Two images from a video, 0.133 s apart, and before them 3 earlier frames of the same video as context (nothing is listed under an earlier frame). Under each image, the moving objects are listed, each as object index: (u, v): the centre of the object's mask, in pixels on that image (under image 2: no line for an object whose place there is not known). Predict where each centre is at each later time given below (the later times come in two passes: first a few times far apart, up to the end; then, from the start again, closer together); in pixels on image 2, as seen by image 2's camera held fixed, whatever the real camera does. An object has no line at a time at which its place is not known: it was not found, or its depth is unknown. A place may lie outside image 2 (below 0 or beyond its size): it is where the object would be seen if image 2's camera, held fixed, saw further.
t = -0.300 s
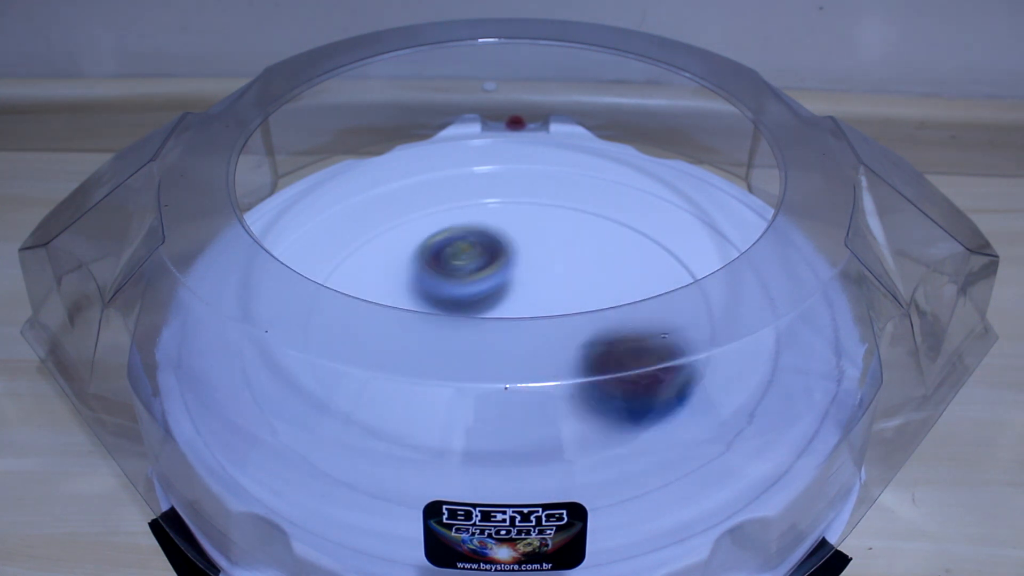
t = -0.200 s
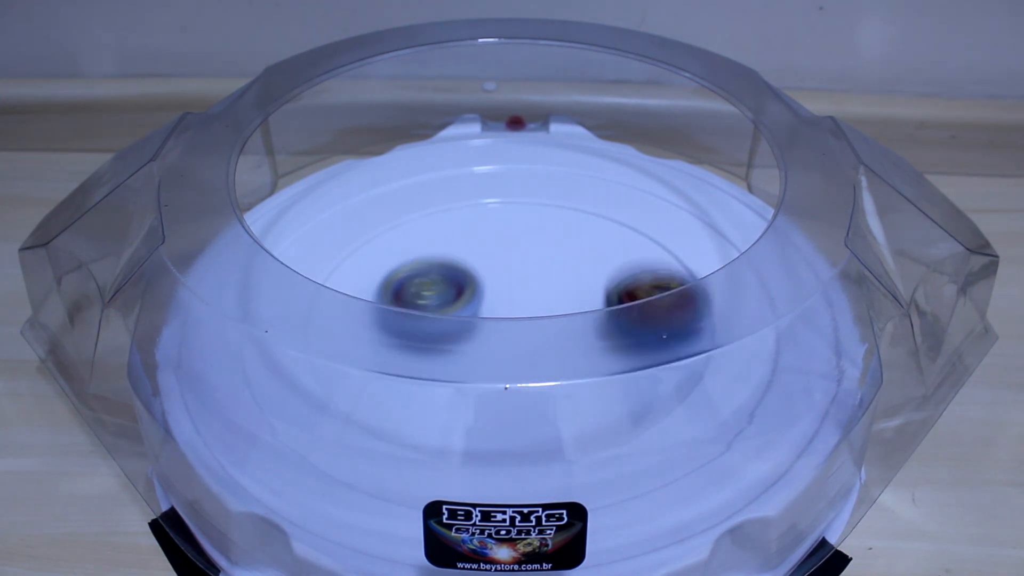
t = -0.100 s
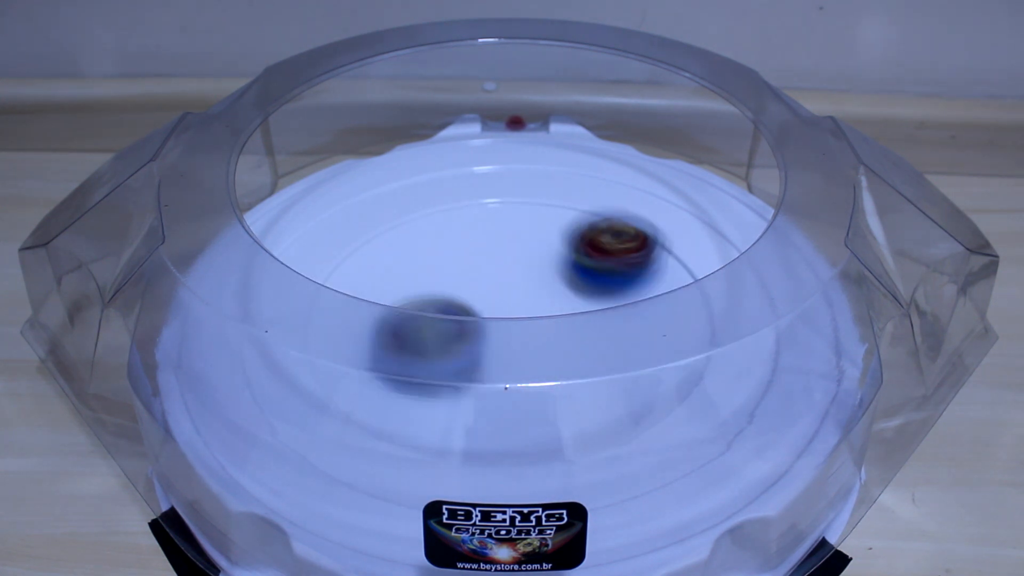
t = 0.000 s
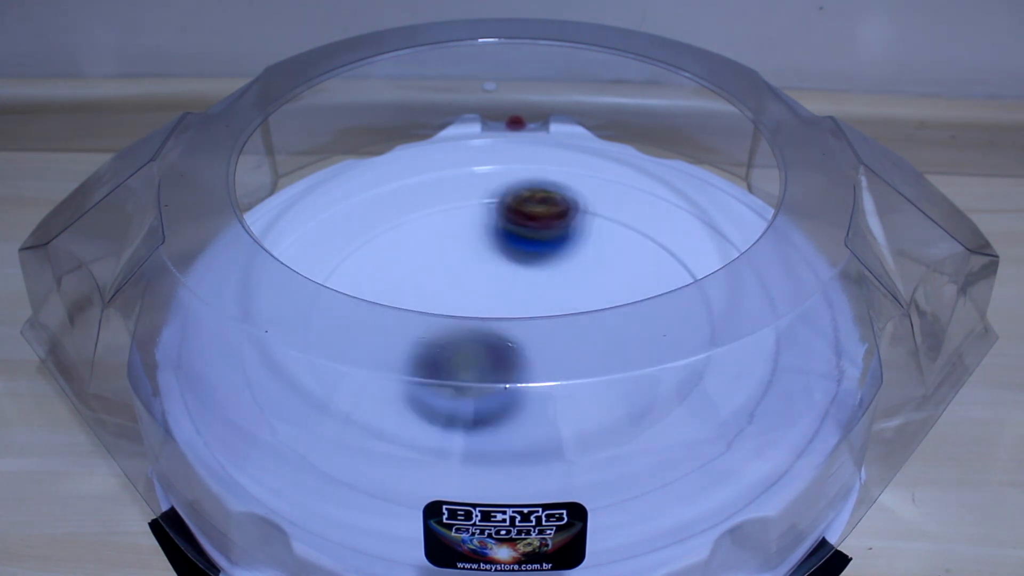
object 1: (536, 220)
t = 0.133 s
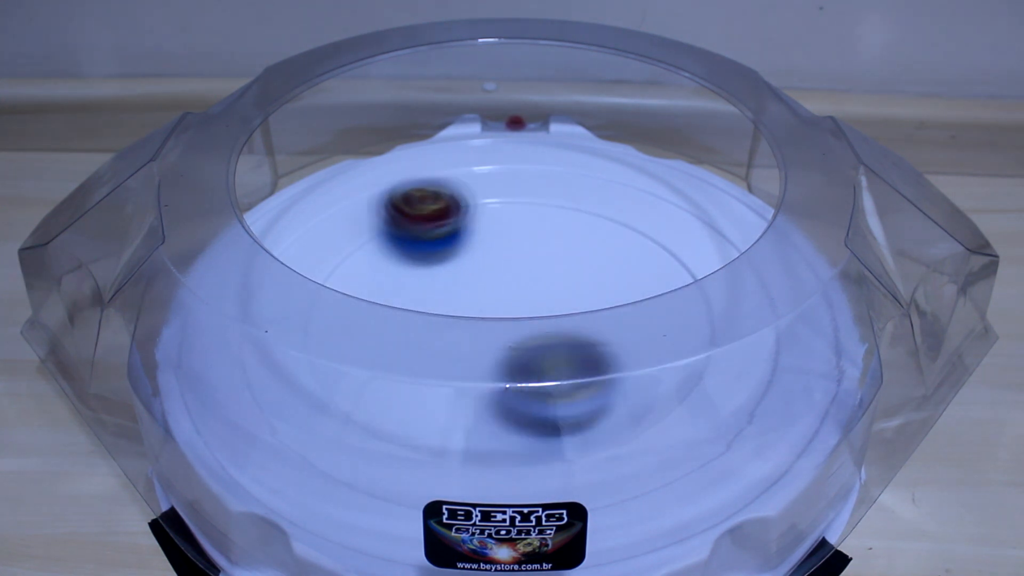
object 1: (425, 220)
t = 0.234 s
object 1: (361, 249)
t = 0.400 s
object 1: (355, 347)
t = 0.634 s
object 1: (574, 380)
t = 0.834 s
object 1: (639, 273)
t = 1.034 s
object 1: (539, 221)
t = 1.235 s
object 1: (413, 260)
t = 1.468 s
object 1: (431, 375)
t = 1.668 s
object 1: (584, 382)
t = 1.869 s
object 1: (626, 299)
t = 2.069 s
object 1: (523, 250)
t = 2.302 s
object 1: (393, 287)
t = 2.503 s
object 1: (408, 365)
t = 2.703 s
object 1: (536, 375)
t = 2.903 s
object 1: (596, 305)
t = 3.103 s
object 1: (542, 254)
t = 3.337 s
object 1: (442, 268)
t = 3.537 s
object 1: (429, 333)
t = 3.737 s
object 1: (512, 369)
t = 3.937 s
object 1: (582, 338)
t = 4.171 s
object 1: (555, 282)
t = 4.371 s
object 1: (483, 279)
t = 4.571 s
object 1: (433, 307)
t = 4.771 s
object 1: (453, 346)
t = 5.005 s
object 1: (528, 345)
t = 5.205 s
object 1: (584, 299)
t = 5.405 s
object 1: (610, 254)
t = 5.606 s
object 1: (602, 220)
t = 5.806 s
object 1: (550, 237)
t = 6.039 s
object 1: (499, 301)
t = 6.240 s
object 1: (515, 297)
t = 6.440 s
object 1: (532, 250)
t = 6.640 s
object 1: (512, 248)
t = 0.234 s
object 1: (361, 249)
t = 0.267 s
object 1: (347, 267)
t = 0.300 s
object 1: (339, 285)
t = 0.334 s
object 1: (337, 306)
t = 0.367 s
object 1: (343, 327)
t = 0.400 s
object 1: (355, 347)
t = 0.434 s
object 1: (374, 364)
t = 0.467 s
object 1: (403, 379)
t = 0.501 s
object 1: (435, 390)
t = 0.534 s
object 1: (472, 396)
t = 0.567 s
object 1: (508, 396)
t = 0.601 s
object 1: (543, 390)
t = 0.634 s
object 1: (574, 380)
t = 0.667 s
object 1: (600, 367)
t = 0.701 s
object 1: (620, 352)
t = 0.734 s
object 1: (633, 334)
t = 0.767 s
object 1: (641, 314)
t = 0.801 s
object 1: (643, 295)
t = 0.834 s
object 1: (639, 273)
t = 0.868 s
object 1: (631, 262)
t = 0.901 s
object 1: (616, 251)
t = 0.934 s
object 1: (601, 240)
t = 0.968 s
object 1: (584, 228)
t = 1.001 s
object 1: (561, 224)
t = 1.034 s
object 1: (539, 221)
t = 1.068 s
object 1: (515, 219)
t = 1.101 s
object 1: (493, 221)
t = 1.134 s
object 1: (470, 226)
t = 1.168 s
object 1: (447, 235)
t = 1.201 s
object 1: (429, 246)
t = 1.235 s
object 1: (413, 260)
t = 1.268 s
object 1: (401, 272)
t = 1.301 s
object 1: (393, 291)
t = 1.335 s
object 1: (390, 308)
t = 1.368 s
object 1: (393, 329)
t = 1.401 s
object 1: (400, 346)
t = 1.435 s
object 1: (413, 363)
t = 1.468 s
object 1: (431, 375)
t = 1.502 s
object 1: (454, 385)
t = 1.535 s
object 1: (481, 392)
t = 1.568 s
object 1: (509, 395)
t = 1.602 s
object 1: (535, 394)
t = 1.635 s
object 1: (560, 389)
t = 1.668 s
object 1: (584, 382)
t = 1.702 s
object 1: (603, 371)
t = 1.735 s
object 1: (618, 360)
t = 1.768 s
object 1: (628, 345)
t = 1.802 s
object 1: (631, 329)
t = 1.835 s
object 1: (631, 313)
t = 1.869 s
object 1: (626, 299)
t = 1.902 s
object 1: (615, 287)
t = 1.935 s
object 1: (602, 273)
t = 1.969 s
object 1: (584, 266)
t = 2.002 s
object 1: (566, 260)
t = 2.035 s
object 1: (545, 254)
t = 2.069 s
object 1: (523, 250)
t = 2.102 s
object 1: (500, 250)
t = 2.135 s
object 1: (478, 251)
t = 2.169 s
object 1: (457, 255)
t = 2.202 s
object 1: (437, 260)
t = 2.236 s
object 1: (420, 268)
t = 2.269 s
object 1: (406, 274)
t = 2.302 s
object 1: (393, 287)
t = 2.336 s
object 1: (385, 300)
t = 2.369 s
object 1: (381, 312)
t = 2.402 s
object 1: (381, 326)
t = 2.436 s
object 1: (386, 340)
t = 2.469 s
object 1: (394, 352)
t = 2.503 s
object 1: (408, 365)
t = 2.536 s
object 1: (425, 372)
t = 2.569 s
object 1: (446, 379)
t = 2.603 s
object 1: (468, 383)
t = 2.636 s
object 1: (493, 383)
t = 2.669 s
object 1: (516, 380)
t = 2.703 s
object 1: (536, 375)
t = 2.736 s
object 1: (556, 368)
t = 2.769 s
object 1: (571, 357)
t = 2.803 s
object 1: (583, 345)
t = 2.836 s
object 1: (591, 332)
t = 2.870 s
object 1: (595, 318)
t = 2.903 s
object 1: (596, 305)
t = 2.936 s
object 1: (593, 294)
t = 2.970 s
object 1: (586, 278)
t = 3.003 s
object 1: (578, 273)
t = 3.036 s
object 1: (567, 266)
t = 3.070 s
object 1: (555, 258)
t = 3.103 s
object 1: (542, 254)
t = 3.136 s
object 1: (528, 250)
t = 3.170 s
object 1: (512, 249)
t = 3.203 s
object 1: (497, 248)
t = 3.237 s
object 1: (482, 251)
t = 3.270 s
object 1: (467, 254)
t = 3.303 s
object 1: (454, 261)
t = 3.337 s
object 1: (442, 268)
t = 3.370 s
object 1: (433, 275)
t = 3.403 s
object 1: (427, 280)
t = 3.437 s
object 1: (422, 297)
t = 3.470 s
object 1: (421, 310)
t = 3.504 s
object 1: (423, 322)
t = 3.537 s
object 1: (429, 333)
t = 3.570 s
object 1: (439, 346)
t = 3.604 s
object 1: (451, 353)
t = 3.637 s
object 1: (463, 362)
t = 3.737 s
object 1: (512, 369)
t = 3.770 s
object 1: (528, 368)
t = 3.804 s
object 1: (544, 364)
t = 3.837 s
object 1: (557, 360)
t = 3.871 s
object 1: (568, 354)
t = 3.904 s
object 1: (577, 346)
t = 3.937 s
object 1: (582, 338)
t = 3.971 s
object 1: (585, 332)
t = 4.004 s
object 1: (585, 322)
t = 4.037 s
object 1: (583, 314)
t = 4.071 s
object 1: (579, 306)
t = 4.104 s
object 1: (573, 299)
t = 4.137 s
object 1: (565, 294)
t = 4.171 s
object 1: (555, 282)
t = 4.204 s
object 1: (544, 280)
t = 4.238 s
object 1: (532, 278)
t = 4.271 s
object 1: (519, 278)
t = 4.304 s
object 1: (507, 277)
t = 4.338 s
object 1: (494, 277)
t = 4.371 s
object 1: (483, 279)
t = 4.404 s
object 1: (472, 280)
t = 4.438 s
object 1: (461, 281)
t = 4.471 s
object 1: (452, 283)
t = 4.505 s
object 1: (444, 294)
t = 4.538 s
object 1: (438, 300)
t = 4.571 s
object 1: (433, 307)
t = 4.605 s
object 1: (431, 314)
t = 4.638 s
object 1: (431, 320)
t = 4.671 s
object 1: (434, 328)
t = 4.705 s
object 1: (437, 335)
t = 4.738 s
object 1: (444, 341)
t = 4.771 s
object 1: (453, 346)
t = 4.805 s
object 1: (462, 351)
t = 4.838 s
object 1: (473, 353)
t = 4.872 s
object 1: (483, 353)
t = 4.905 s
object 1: (495, 354)
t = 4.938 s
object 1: (507, 352)
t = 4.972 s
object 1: (518, 350)
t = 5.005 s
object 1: (528, 345)
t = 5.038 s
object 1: (536, 339)
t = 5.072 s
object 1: (545, 336)
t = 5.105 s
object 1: (550, 330)
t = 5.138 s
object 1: (556, 322)
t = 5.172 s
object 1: (567, 313)
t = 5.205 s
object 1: (584, 299)
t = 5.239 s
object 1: (594, 280)
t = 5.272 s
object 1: (601, 274)
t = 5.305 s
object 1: (605, 268)
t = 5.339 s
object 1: (607, 264)
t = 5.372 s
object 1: (610, 259)
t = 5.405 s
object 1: (610, 254)
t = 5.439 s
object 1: (611, 249)
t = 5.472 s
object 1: (611, 243)
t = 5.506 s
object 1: (607, 240)
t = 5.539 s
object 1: (606, 234)
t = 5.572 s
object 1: (605, 226)
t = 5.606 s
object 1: (602, 220)
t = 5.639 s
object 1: (593, 218)
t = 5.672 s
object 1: (587, 218)
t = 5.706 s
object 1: (580, 221)
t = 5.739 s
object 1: (568, 225)
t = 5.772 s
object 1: (559, 230)
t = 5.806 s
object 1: (550, 237)
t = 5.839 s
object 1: (539, 246)
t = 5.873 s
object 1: (531, 256)
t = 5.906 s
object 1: (524, 265)
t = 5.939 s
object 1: (515, 276)
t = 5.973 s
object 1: (509, 282)
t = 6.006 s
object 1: (503, 289)
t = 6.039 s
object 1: (499, 301)
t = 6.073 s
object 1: (503, 303)
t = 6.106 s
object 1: (509, 303)
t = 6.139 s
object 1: (513, 304)
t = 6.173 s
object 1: (515, 304)
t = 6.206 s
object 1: (517, 303)
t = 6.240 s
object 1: (515, 297)
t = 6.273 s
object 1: (522, 290)
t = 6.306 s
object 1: (530, 281)
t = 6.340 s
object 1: (533, 272)
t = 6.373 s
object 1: (536, 262)
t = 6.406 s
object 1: (534, 255)
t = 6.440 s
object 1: (532, 250)
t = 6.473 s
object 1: (529, 248)
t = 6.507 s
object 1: (525, 247)
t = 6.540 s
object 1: (520, 245)
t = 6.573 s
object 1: (517, 242)
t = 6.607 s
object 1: (516, 247)
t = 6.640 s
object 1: (512, 248)
